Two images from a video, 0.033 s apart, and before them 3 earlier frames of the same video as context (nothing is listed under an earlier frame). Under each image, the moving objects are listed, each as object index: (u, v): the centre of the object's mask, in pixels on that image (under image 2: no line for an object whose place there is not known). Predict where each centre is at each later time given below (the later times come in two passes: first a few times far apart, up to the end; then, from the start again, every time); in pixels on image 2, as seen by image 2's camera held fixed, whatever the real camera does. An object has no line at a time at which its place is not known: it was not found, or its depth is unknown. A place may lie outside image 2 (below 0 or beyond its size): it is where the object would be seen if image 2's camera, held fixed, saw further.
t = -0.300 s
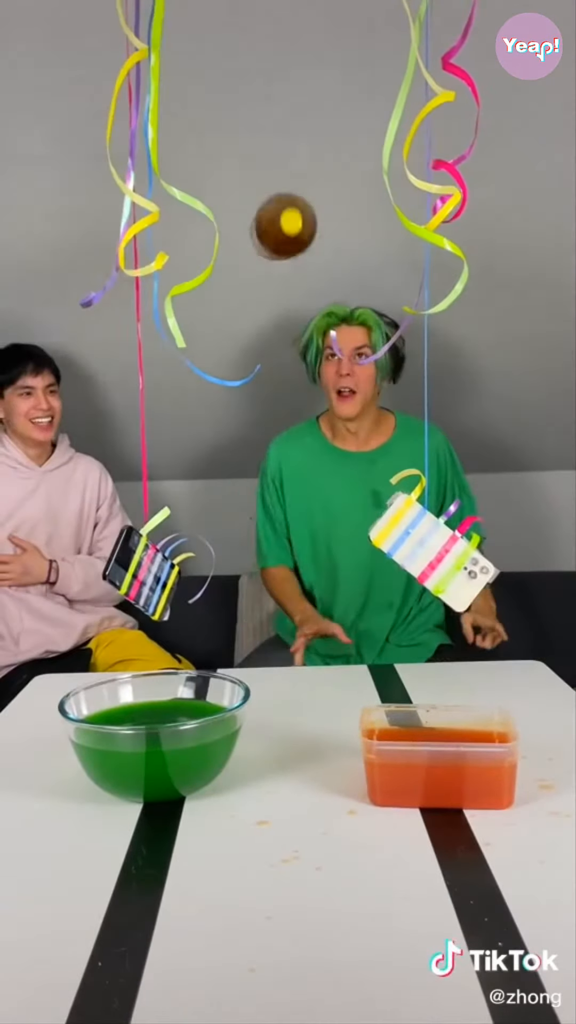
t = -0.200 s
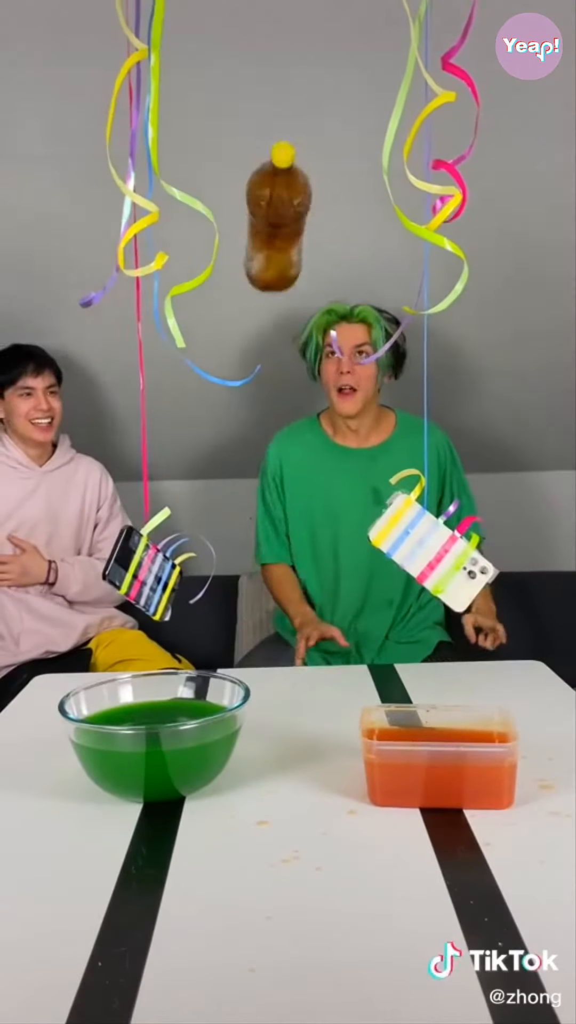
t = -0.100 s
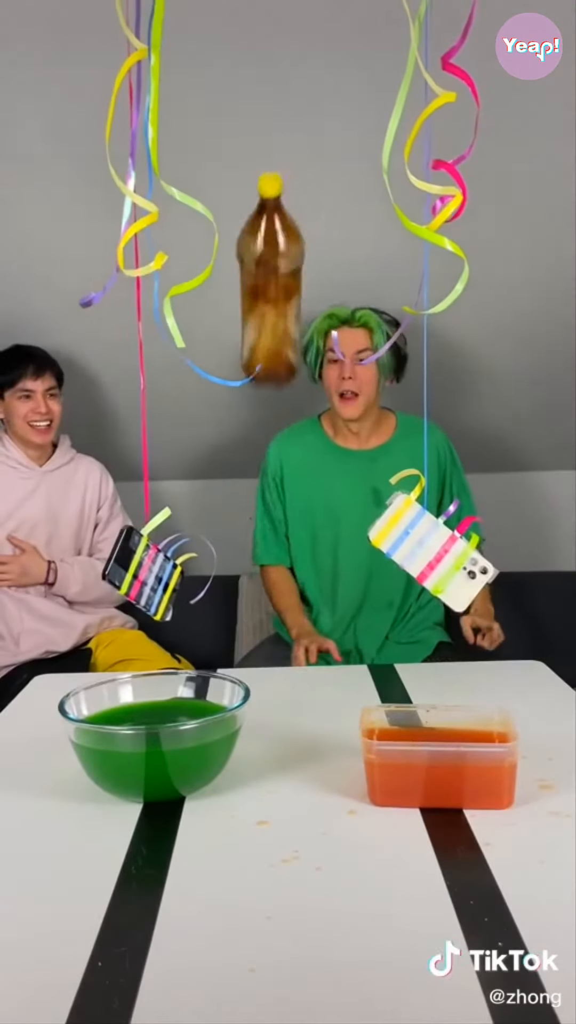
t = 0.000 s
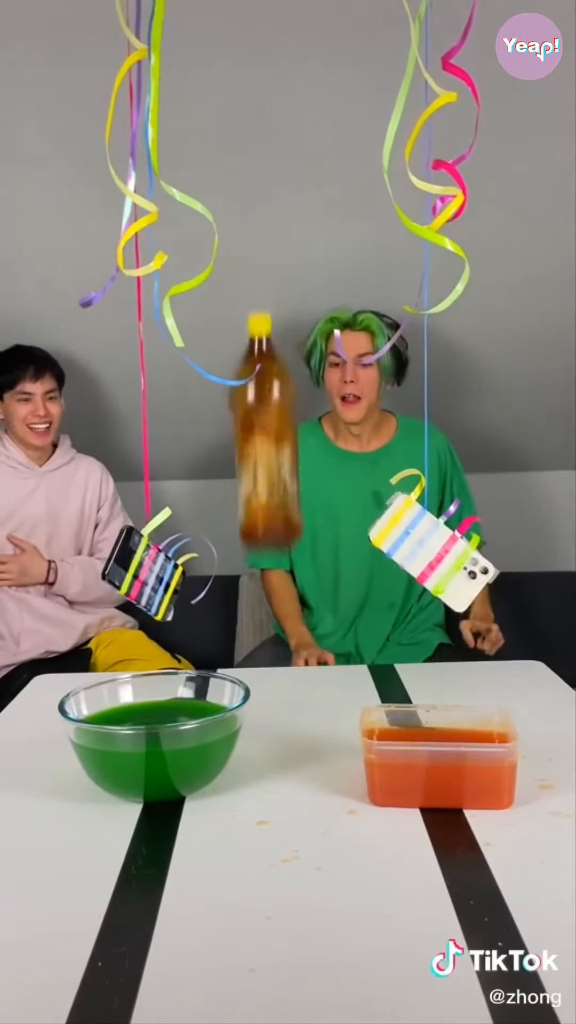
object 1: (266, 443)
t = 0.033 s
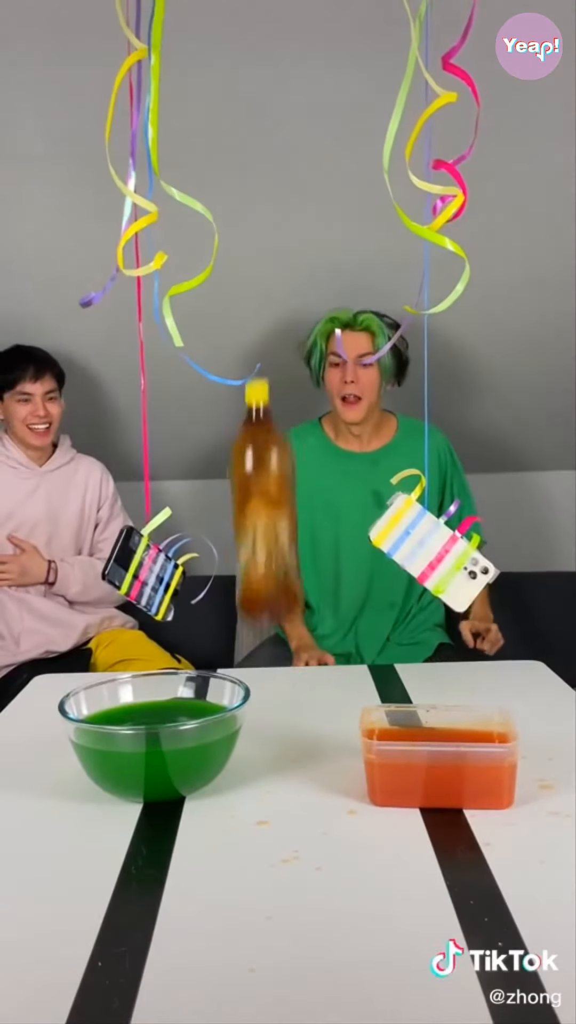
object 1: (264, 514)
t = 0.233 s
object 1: (297, 659)
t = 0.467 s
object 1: (325, 668)
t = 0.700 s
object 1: (324, 670)
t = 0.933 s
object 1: (324, 671)
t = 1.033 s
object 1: (323, 671)
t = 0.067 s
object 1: (264, 595)
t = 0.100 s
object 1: (271, 647)
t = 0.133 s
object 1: (274, 654)
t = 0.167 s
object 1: (281, 650)
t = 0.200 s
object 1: (289, 659)
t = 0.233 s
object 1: (297, 659)
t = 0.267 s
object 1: (305, 661)
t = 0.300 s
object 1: (312, 663)
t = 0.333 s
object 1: (320, 665)
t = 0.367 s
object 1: (327, 666)
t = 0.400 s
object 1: (327, 666)
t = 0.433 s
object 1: (325, 667)
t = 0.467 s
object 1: (325, 668)
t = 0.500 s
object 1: (323, 669)
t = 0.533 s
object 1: (323, 670)
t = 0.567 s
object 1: (324, 670)
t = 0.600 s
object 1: (323, 670)
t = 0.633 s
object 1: (322, 670)
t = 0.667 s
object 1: (323, 670)
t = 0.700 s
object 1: (324, 670)
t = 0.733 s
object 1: (324, 670)
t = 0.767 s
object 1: (324, 670)
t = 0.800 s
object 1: (323, 670)
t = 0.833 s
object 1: (323, 670)
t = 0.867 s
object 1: (323, 670)
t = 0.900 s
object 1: (323, 671)
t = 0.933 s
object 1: (324, 671)
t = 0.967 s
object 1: (324, 671)
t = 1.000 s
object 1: (323, 670)
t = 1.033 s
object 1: (323, 671)
